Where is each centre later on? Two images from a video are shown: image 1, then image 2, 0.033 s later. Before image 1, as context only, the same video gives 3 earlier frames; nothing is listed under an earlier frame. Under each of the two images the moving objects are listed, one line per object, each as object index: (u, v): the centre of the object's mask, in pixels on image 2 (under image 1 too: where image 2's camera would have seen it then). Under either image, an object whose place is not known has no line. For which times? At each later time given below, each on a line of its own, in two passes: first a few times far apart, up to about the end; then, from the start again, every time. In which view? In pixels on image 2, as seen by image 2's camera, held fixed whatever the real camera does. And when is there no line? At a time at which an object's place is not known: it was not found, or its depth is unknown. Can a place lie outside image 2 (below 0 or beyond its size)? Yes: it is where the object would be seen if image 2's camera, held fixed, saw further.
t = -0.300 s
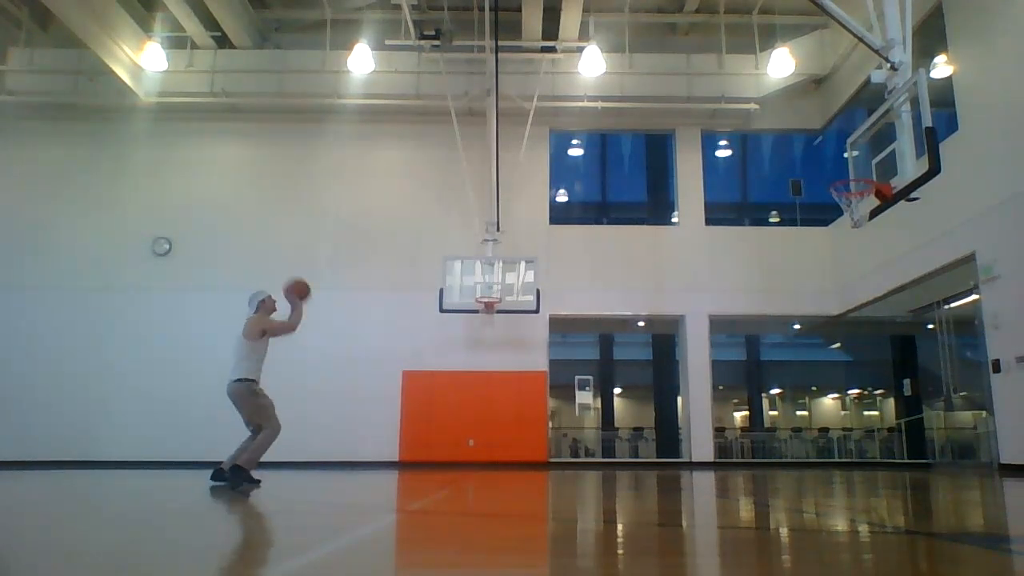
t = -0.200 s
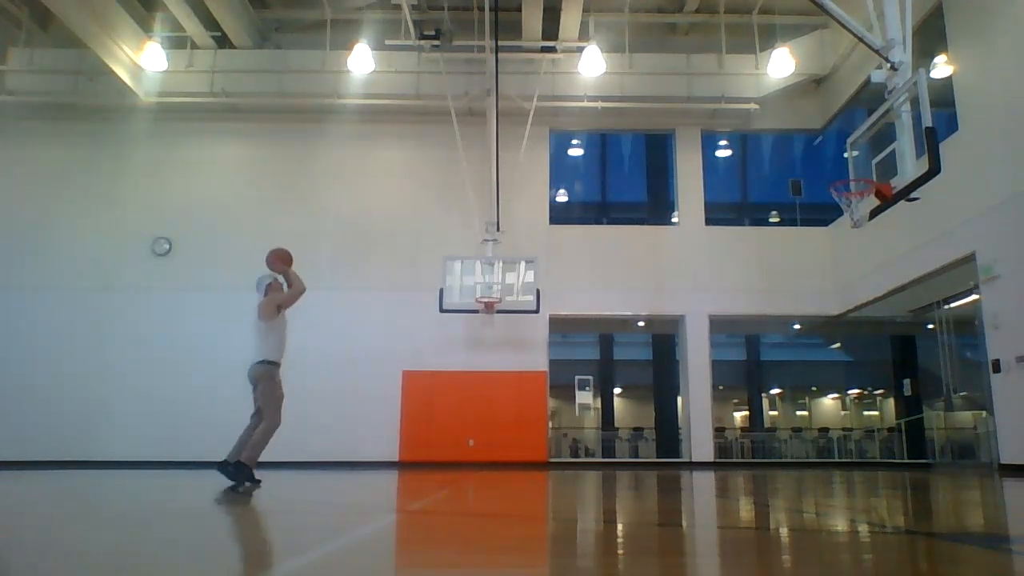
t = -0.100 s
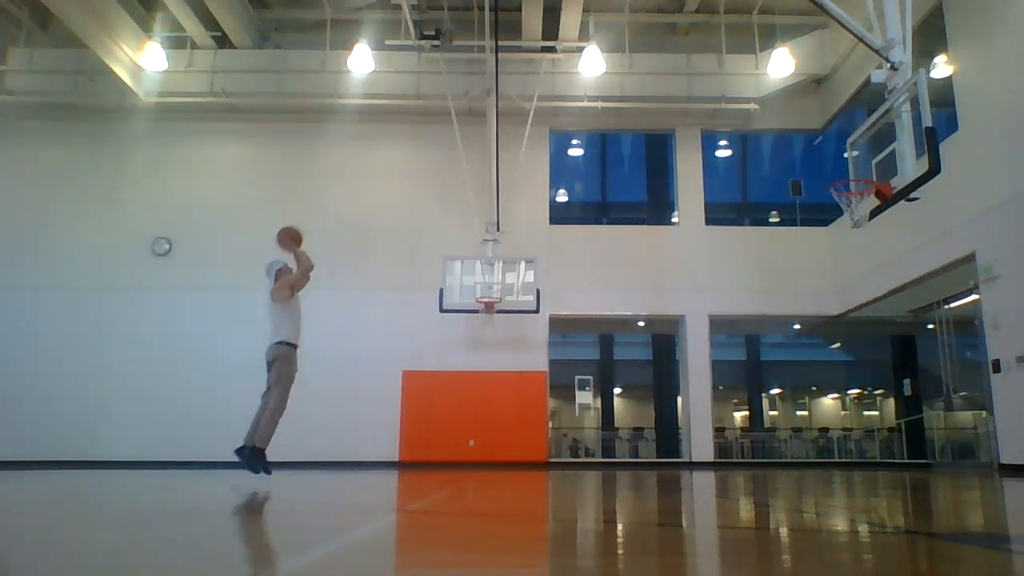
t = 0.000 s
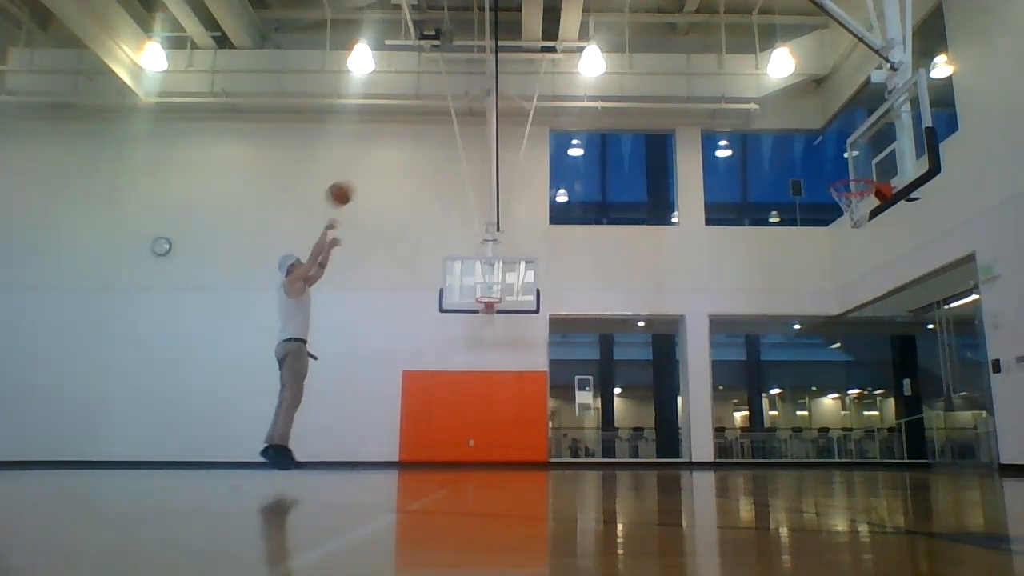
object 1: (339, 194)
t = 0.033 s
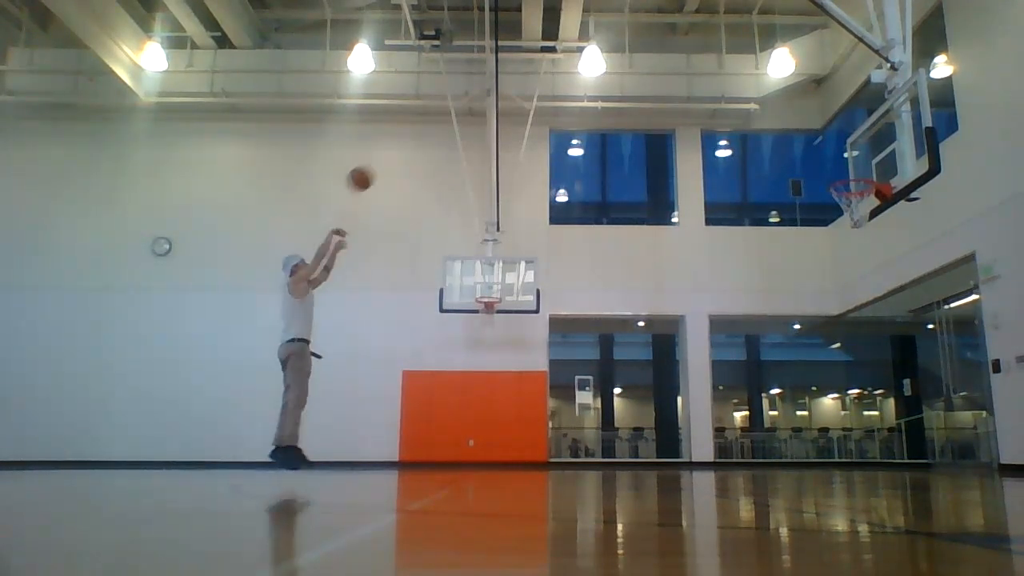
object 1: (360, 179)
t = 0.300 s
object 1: (512, 102)
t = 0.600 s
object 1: (664, 96)
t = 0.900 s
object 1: (807, 166)
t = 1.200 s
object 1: (758, 152)
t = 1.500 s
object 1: (686, 190)
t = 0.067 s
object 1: (380, 165)
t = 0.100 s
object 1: (400, 152)
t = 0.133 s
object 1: (420, 140)
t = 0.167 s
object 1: (438, 131)
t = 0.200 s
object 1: (458, 122)
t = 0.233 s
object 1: (475, 114)
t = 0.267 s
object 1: (494, 108)
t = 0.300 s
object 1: (512, 102)
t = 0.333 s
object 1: (529, 98)
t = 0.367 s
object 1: (547, 94)
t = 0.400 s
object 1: (563, 92)
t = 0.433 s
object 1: (581, 89)
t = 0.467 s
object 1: (598, 90)
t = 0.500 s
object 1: (614, 90)
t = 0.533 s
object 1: (630, 91)
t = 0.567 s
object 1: (648, 93)
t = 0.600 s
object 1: (664, 96)
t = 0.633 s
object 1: (680, 100)
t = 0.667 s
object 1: (695, 105)
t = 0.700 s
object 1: (712, 112)
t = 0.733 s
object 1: (727, 119)
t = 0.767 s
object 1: (743, 126)
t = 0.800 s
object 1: (760, 135)
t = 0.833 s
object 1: (777, 144)
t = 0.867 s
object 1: (792, 156)
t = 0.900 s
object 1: (807, 166)
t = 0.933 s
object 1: (823, 178)
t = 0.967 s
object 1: (817, 174)
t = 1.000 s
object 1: (808, 169)
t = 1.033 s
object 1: (800, 163)
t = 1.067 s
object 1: (791, 159)
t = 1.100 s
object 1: (782, 156)
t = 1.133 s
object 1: (774, 154)
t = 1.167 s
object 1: (766, 152)
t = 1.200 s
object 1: (758, 152)
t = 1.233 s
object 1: (750, 153)
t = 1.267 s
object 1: (742, 154)
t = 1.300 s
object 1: (735, 156)
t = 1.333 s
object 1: (727, 158)
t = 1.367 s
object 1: (717, 164)
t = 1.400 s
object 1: (709, 168)
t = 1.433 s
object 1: (702, 175)
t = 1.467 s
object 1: (694, 182)
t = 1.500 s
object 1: (686, 190)
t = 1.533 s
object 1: (678, 199)
